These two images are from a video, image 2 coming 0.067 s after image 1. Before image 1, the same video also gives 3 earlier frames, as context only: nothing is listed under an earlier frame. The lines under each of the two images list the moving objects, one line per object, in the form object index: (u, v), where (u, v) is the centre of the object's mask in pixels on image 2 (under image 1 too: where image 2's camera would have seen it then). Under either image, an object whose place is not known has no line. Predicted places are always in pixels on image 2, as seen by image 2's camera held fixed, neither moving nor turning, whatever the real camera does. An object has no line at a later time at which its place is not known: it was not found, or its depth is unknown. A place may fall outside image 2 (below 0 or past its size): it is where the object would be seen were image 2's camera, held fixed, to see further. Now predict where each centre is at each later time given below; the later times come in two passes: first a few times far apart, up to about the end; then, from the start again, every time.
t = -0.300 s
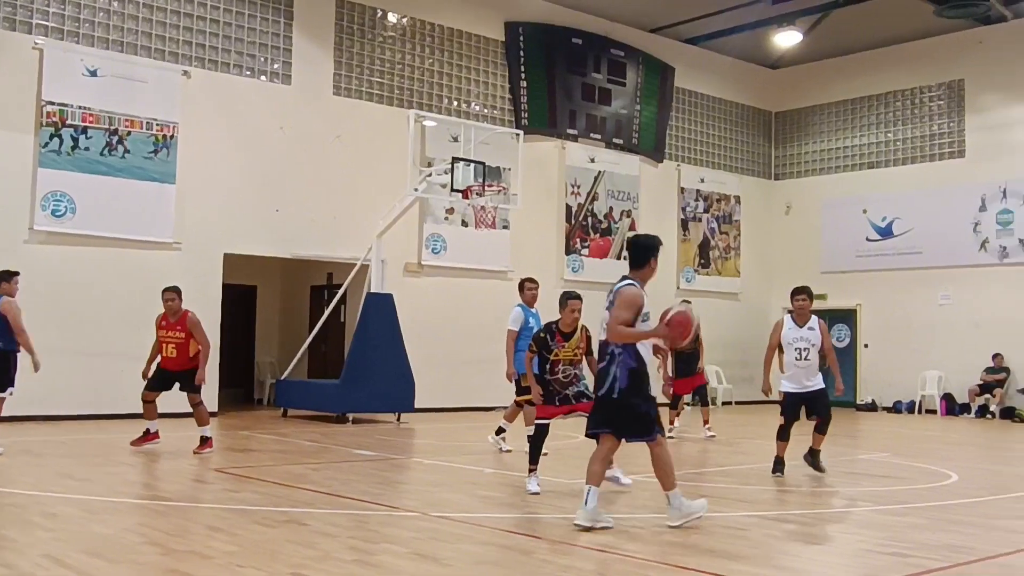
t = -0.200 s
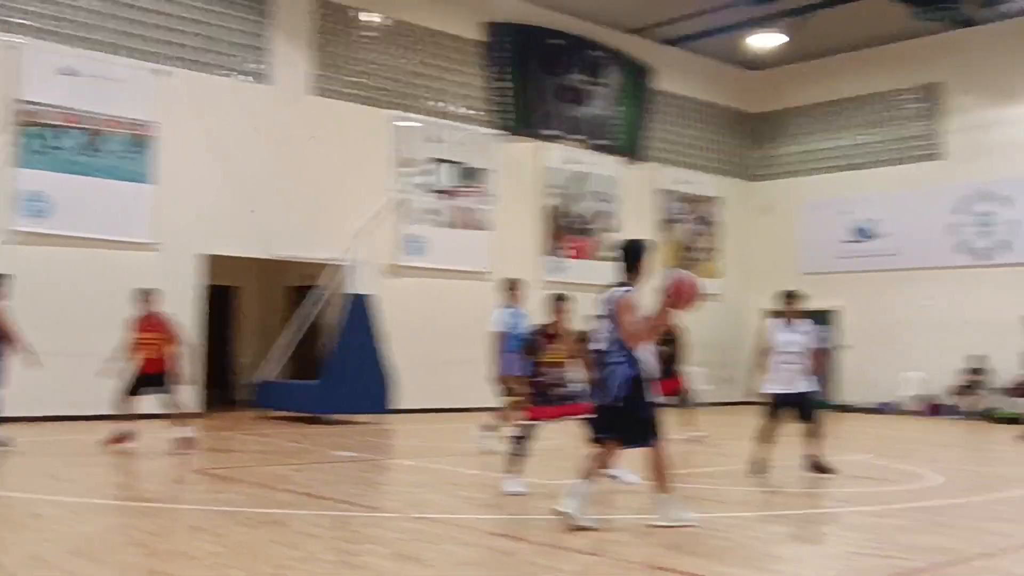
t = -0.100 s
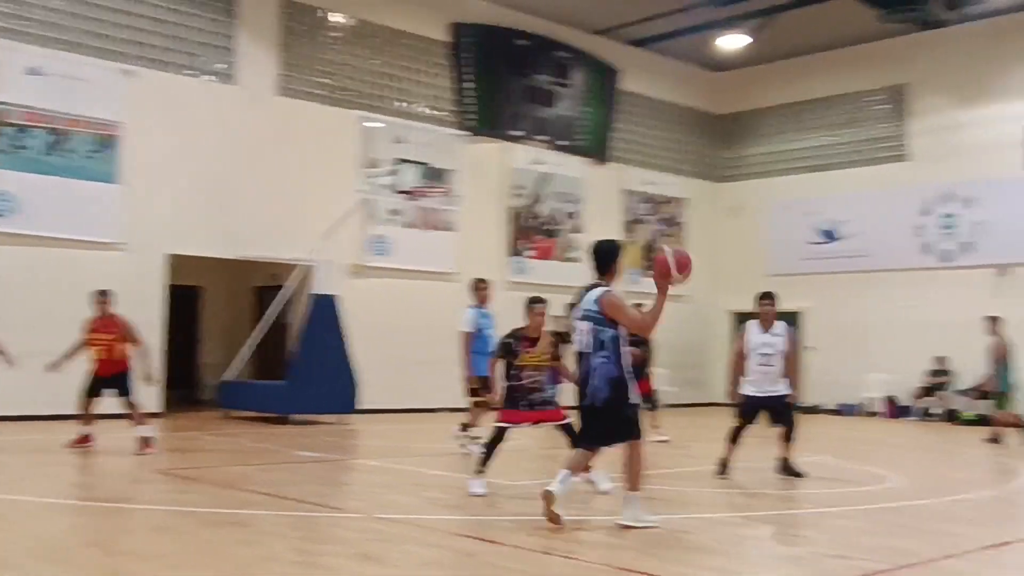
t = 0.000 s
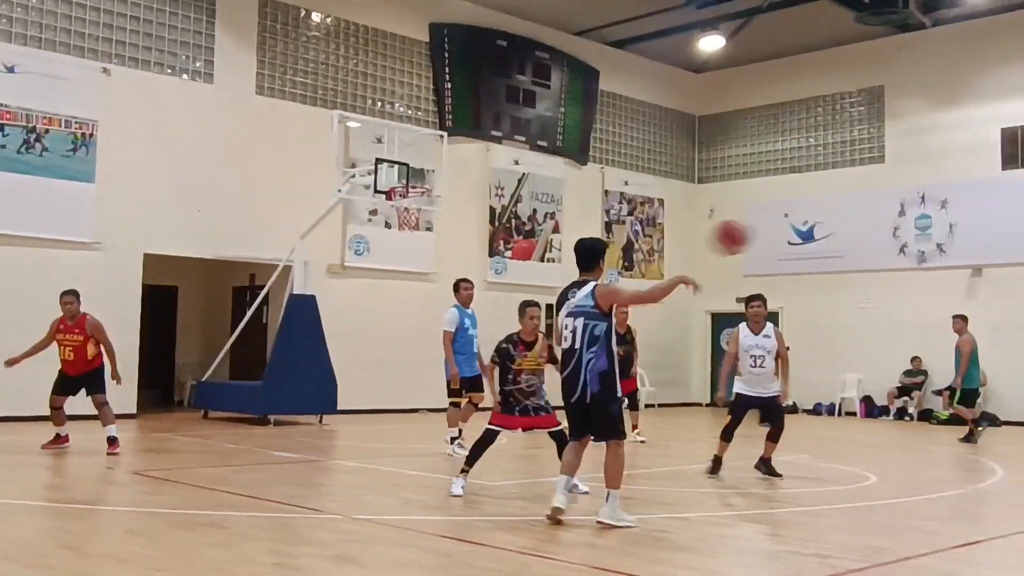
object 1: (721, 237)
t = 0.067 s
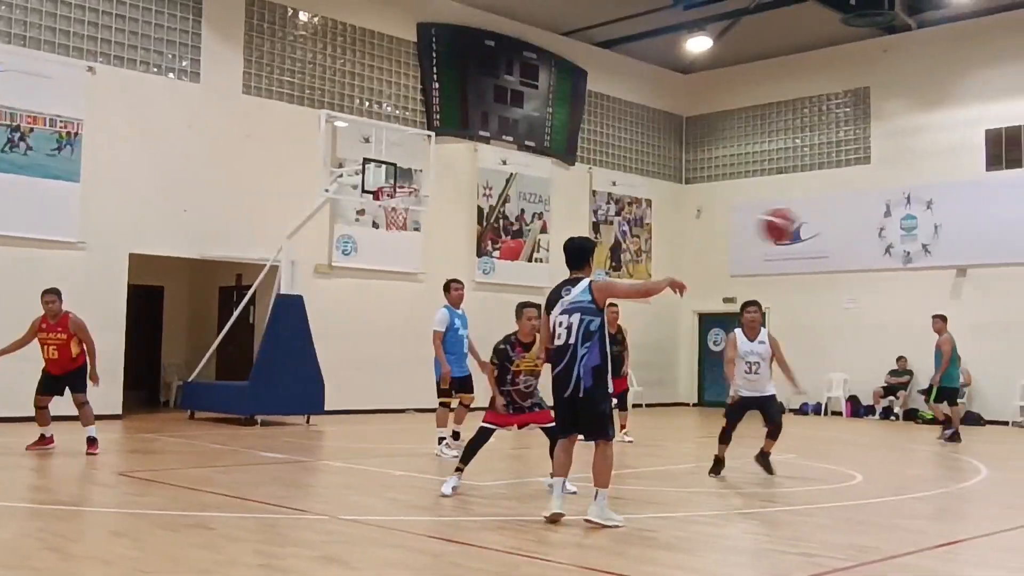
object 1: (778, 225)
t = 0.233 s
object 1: (914, 228)
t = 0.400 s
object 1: (1023, 263)
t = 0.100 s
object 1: (807, 223)
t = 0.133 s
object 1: (834, 222)
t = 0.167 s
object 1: (861, 222)
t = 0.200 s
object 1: (886, 224)
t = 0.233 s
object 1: (914, 228)
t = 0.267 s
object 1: (938, 231)
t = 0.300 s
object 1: (961, 238)
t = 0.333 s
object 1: (982, 245)
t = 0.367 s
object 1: (1003, 254)
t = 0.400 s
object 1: (1023, 263)
